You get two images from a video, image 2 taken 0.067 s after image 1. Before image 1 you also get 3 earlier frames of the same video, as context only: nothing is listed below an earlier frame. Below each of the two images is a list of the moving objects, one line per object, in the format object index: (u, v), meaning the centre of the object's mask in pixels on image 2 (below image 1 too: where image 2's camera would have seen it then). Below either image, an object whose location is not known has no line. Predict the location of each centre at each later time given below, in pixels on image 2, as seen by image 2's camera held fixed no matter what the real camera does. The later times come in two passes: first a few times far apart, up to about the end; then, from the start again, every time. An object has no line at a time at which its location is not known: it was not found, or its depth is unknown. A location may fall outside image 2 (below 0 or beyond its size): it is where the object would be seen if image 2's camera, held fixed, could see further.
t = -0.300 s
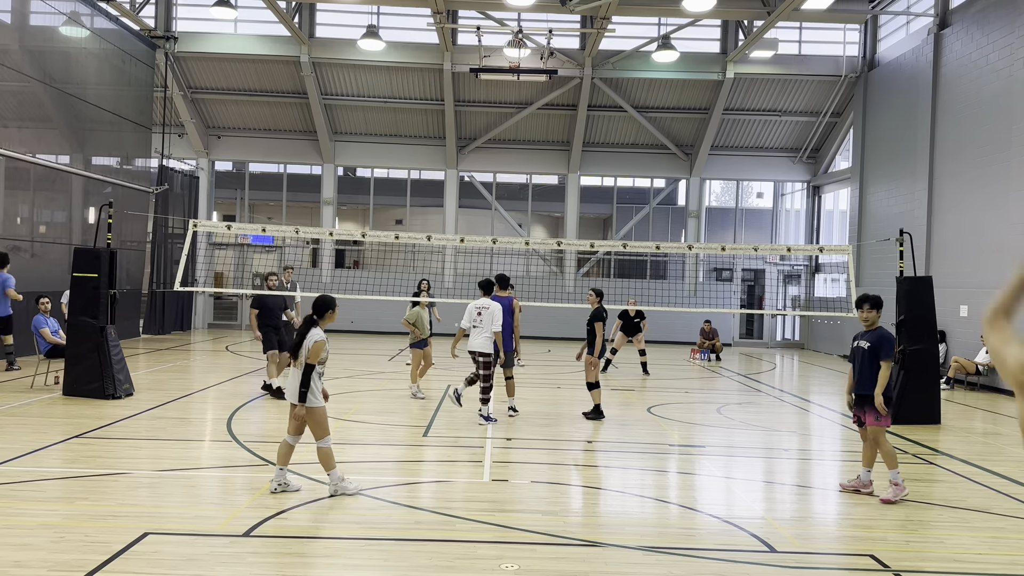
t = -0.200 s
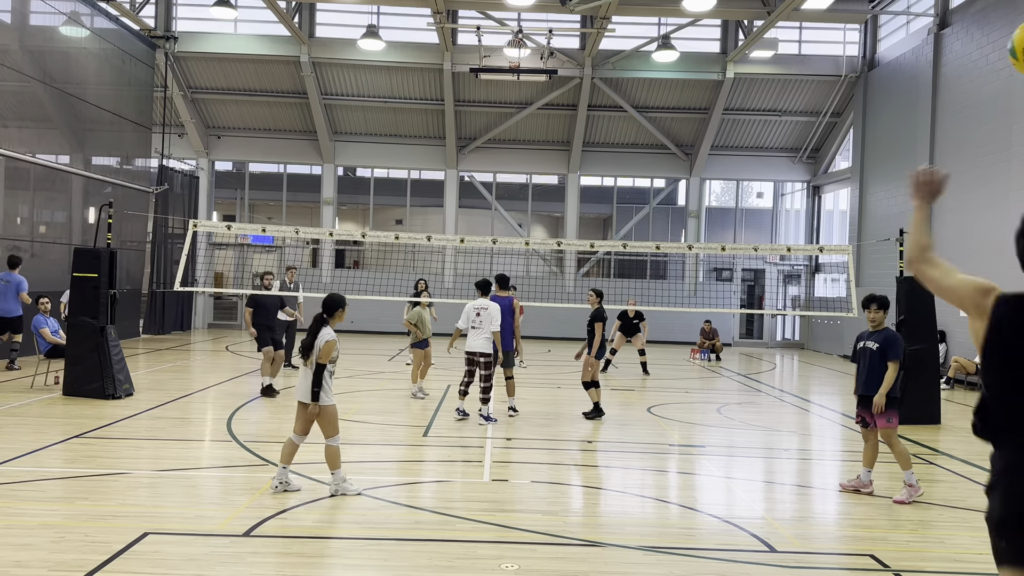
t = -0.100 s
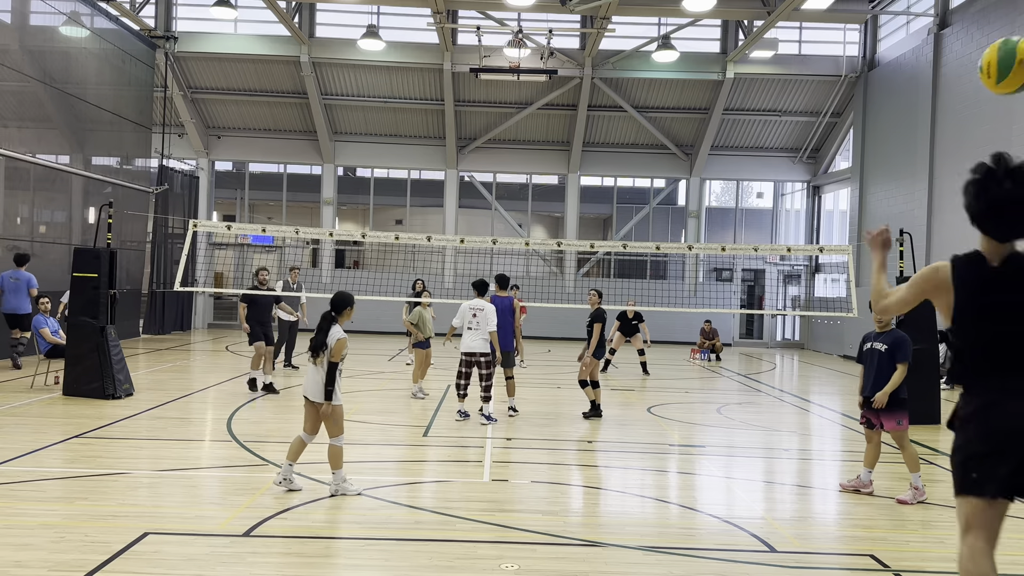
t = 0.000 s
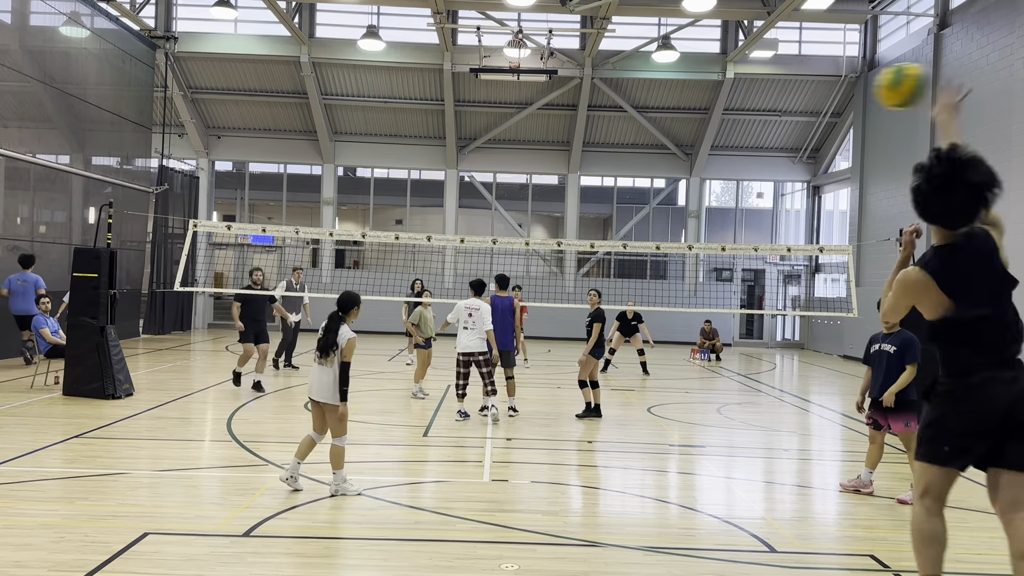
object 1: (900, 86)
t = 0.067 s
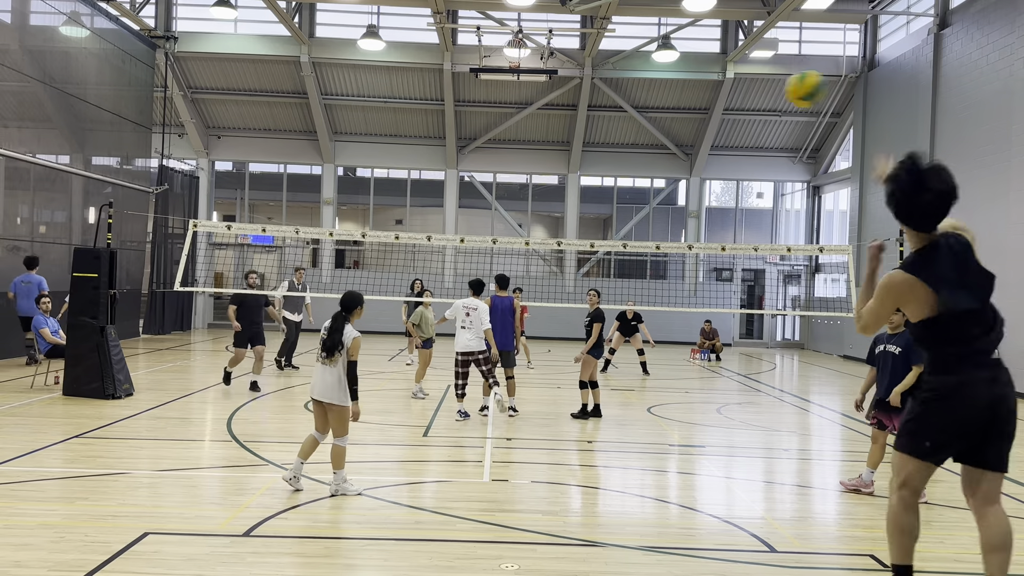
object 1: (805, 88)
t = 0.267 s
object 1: (664, 118)
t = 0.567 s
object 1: (583, 186)
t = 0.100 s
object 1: (769, 92)
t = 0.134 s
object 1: (741, 96)
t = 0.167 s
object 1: (716, 101)
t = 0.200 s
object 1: (696, 106)
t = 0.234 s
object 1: (678, 112)
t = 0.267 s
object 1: (664, 118)
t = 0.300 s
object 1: (651, 124)
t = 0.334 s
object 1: (639, 130)
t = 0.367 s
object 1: (628, 137)
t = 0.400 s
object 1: (618, 144)
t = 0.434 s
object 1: (610, 152)
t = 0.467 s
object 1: (602, 160)
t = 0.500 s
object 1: (595, 168)
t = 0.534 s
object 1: (589, 176)
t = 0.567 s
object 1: (583, 186)
